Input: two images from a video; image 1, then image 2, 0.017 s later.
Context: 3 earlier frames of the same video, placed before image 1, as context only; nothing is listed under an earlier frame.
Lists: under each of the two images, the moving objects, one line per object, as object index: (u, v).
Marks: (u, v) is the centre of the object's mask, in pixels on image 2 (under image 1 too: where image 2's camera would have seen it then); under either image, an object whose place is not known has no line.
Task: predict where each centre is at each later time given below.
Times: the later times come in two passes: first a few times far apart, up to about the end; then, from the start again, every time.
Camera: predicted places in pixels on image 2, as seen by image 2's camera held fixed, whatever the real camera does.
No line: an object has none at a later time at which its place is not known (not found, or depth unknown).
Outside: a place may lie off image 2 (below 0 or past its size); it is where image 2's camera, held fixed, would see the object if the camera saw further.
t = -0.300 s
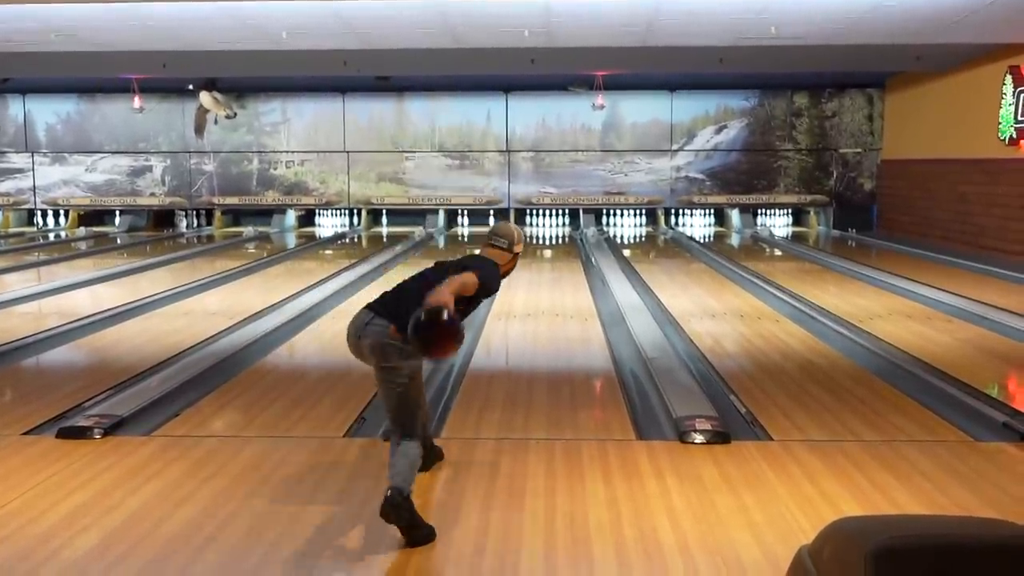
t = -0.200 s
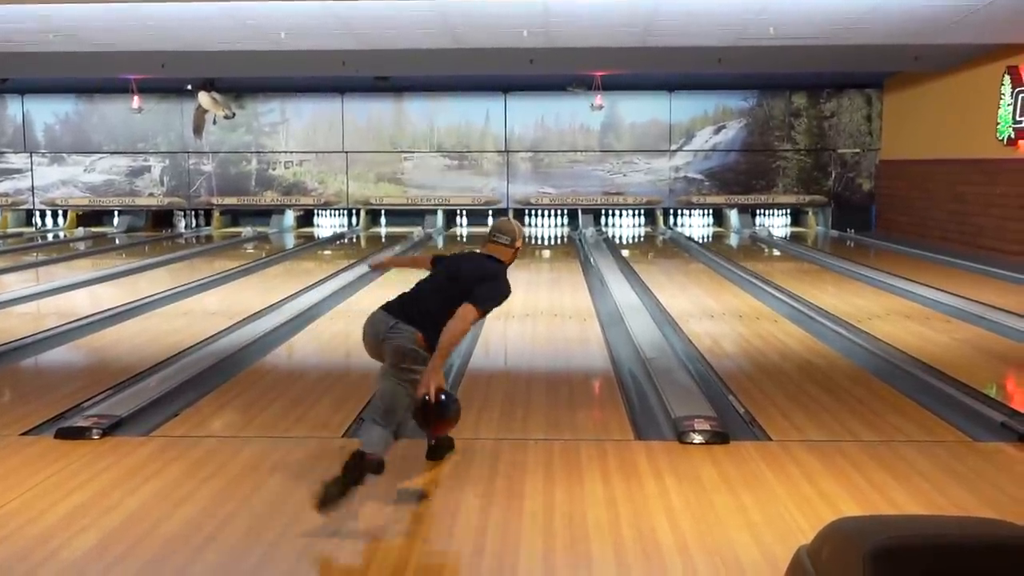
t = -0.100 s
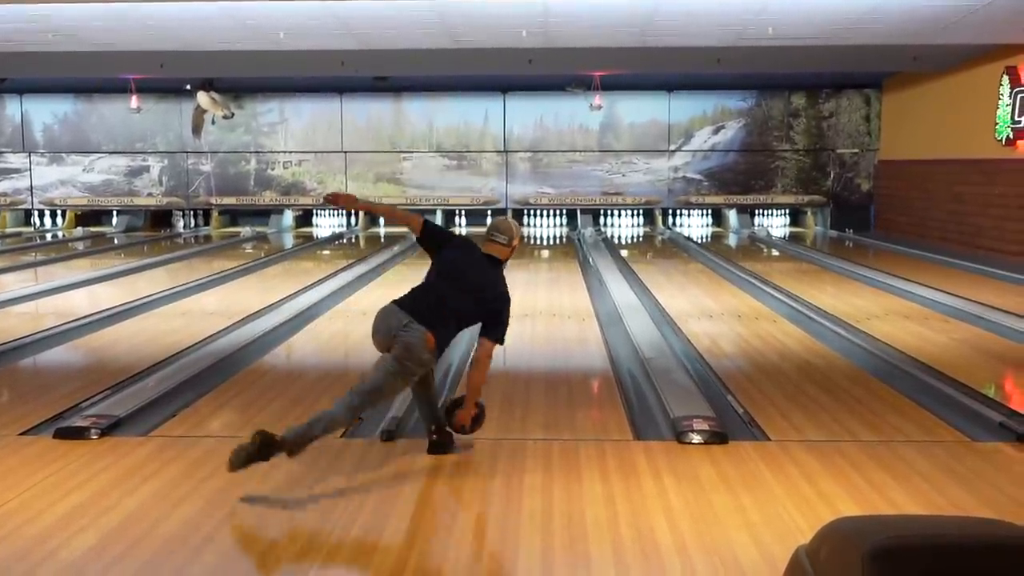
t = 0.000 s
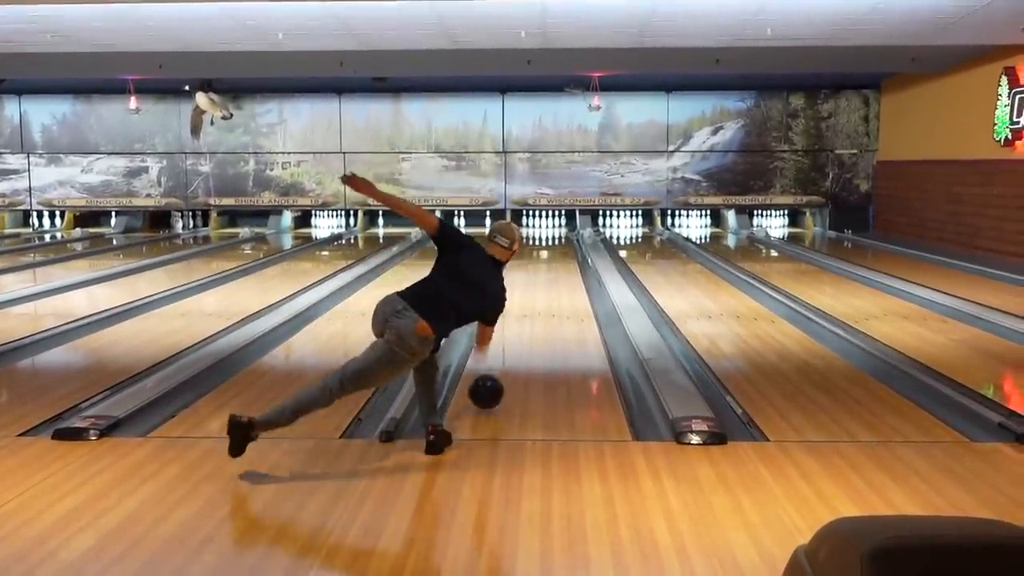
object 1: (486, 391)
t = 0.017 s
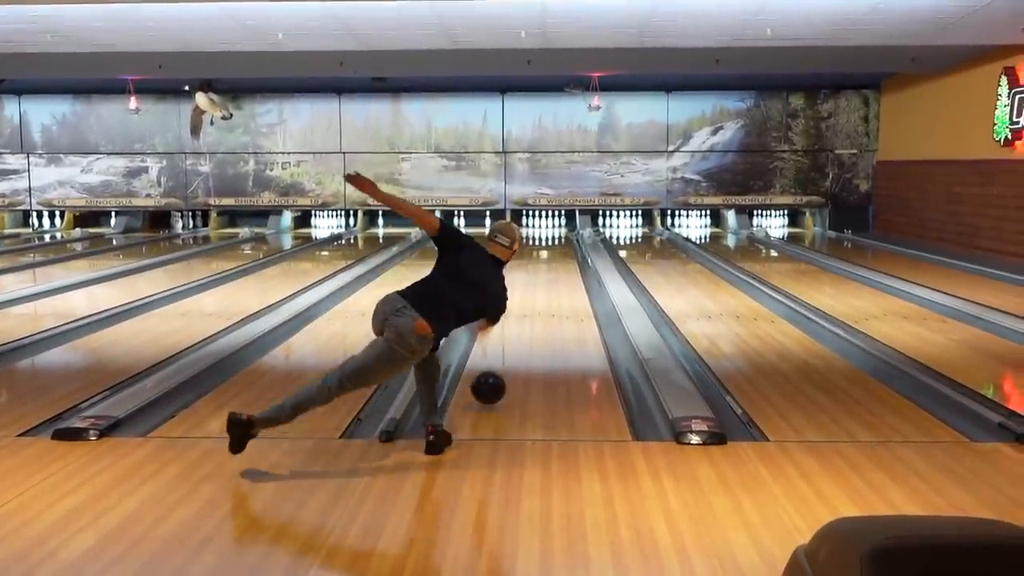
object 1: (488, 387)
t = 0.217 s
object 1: (514, 346)
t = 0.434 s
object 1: (531, 313)
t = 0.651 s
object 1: (543, 291)
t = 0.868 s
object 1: (550, 274)
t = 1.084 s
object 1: (556, 262)
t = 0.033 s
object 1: (491, 383)
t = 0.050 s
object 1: (493, 379)
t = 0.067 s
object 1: (496, 377)
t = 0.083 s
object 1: (498, 374)
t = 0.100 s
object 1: (500, 369)
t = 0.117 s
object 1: (502, 366)
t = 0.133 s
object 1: (505, 363)
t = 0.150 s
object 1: (506, 359)
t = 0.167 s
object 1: (508, 356)
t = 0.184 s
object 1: (510, 352)
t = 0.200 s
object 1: (512, 349)
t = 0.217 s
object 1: (514, 346)
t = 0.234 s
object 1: (515, 343)
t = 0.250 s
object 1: (517, 340)
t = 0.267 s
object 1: (519, 337)
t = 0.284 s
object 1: (520, 335)
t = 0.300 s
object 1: (522, 332)
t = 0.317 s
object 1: (523, 329)
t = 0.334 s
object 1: (524, 327)
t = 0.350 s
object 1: (526, 325)
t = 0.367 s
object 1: (527, 322)
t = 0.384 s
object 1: (528, 320)
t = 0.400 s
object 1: (529, 317)
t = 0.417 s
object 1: (530, 315)
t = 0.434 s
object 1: (531, 313)
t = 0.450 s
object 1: (533, 311)
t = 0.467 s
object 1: (534, 310)
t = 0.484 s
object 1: (534, 309)
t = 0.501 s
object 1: (535, 312)
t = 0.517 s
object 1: (543, 296)
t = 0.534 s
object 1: (540, 298)
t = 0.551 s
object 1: (539, 299)
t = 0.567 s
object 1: (539, 298)
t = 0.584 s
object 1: (540, 297)
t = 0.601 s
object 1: (541, 295)
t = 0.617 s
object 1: (541, 294)
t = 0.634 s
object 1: (542, 292)
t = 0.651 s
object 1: (543, 291)
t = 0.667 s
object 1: (543, 289)
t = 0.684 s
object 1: (544, 288)
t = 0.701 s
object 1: (545, 286)
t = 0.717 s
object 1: (546, 285)
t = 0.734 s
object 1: (546, 284)
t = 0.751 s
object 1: (547, 282)
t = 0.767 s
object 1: (547, 281)
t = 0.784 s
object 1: (548, 280)
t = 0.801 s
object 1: (549, 279)
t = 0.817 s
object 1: (549, 278)
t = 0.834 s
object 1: (549, 276)
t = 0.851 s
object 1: (550, 275)
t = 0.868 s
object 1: (550, 274)
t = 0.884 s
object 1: (551, 273)
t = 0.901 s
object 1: (552, 272)
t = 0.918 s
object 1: (552, 271)
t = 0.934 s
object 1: (552, 270)
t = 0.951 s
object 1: (553, 269)
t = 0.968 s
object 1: (554, 268)
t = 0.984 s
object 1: (554, 267)
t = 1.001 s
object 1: (554, 266)
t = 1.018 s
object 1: (555, 265)
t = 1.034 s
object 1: (555, 264)
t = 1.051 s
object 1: (555, 263)
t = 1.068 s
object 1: (556, 262)
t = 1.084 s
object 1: (556, 262)
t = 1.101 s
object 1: (556, 261)
